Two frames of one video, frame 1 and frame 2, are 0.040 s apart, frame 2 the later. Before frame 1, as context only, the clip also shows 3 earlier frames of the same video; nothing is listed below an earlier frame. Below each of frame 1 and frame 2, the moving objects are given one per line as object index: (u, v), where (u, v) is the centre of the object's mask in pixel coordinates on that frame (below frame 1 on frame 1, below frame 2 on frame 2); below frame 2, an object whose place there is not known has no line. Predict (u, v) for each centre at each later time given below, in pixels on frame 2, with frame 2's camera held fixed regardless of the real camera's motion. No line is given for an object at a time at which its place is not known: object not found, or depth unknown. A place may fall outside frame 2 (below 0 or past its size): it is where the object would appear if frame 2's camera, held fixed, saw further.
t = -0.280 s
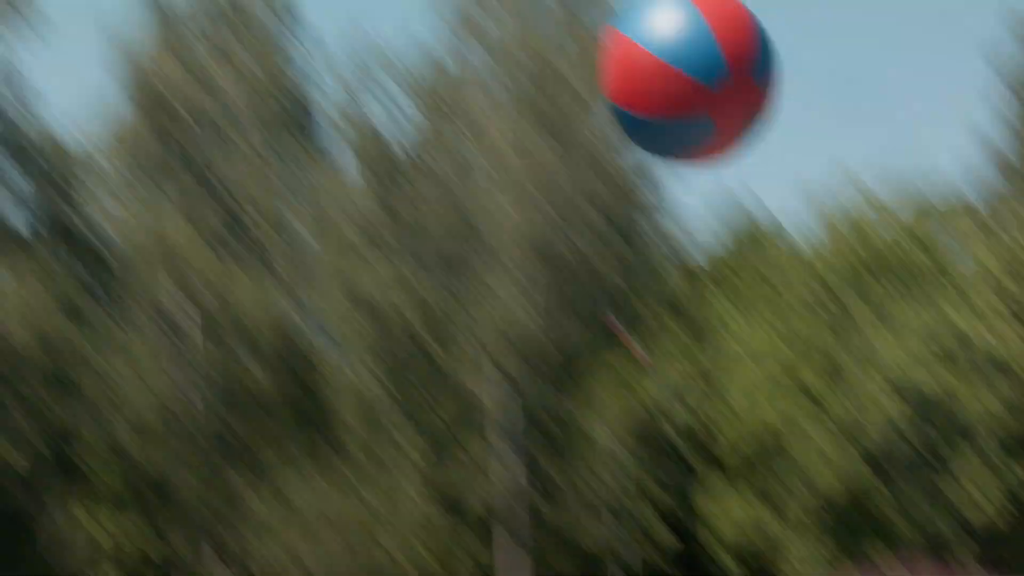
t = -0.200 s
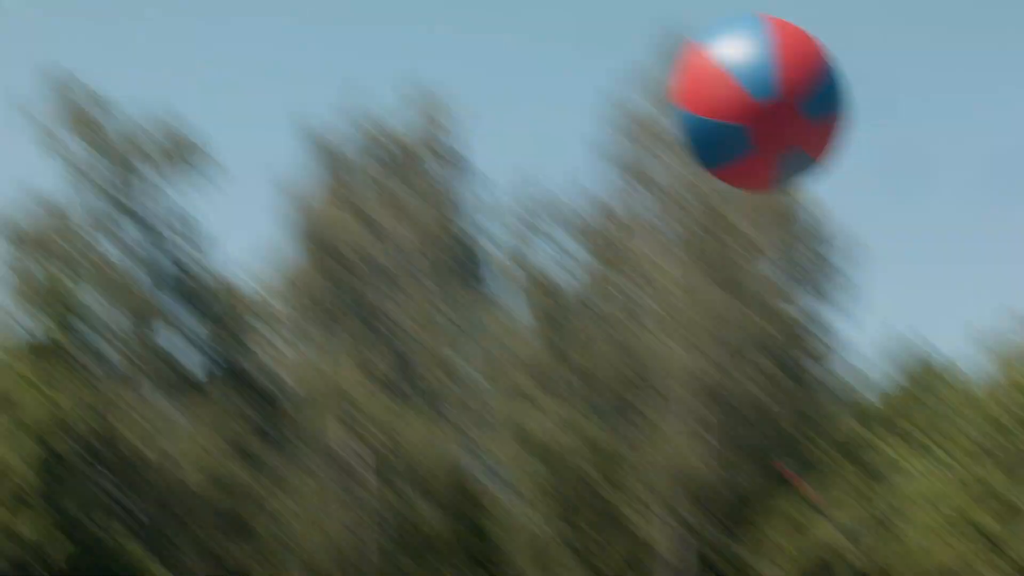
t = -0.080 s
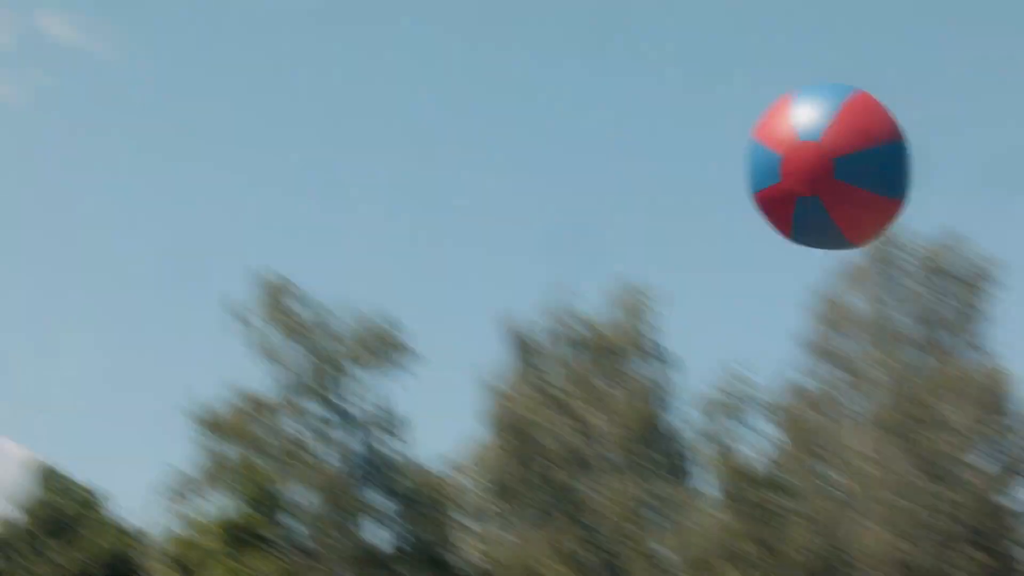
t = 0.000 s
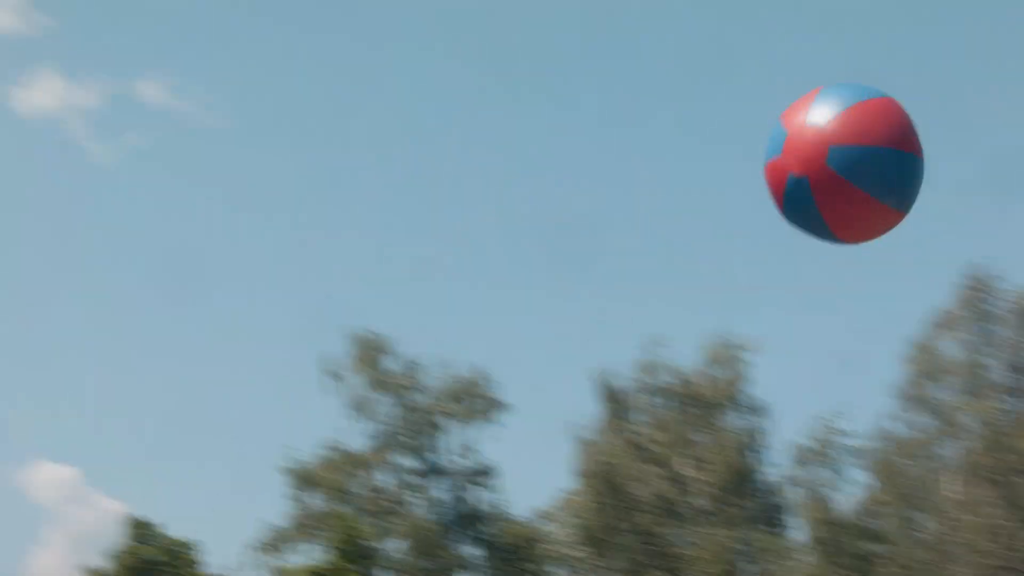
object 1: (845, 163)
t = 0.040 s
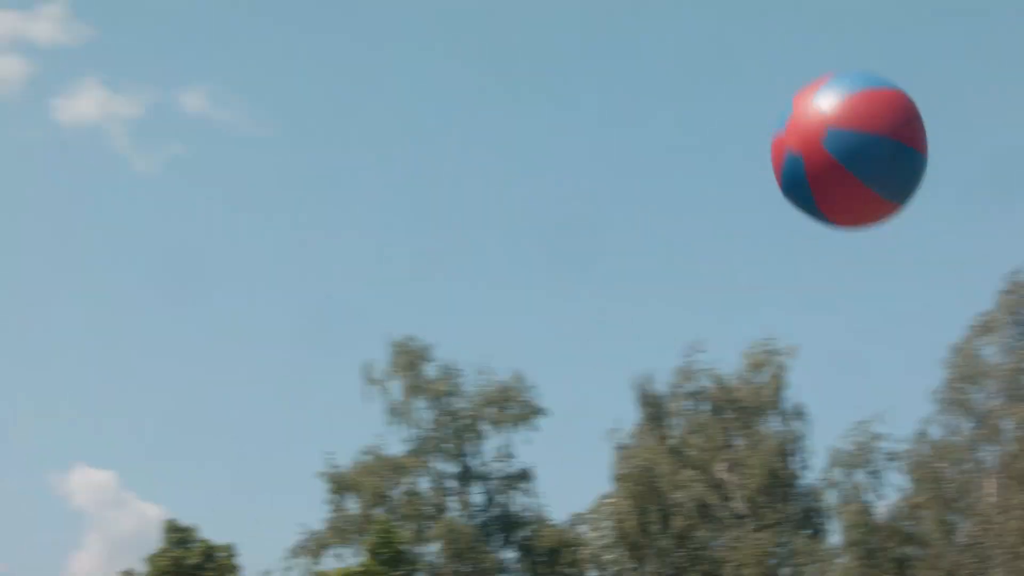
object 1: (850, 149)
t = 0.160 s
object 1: (755, 111)
